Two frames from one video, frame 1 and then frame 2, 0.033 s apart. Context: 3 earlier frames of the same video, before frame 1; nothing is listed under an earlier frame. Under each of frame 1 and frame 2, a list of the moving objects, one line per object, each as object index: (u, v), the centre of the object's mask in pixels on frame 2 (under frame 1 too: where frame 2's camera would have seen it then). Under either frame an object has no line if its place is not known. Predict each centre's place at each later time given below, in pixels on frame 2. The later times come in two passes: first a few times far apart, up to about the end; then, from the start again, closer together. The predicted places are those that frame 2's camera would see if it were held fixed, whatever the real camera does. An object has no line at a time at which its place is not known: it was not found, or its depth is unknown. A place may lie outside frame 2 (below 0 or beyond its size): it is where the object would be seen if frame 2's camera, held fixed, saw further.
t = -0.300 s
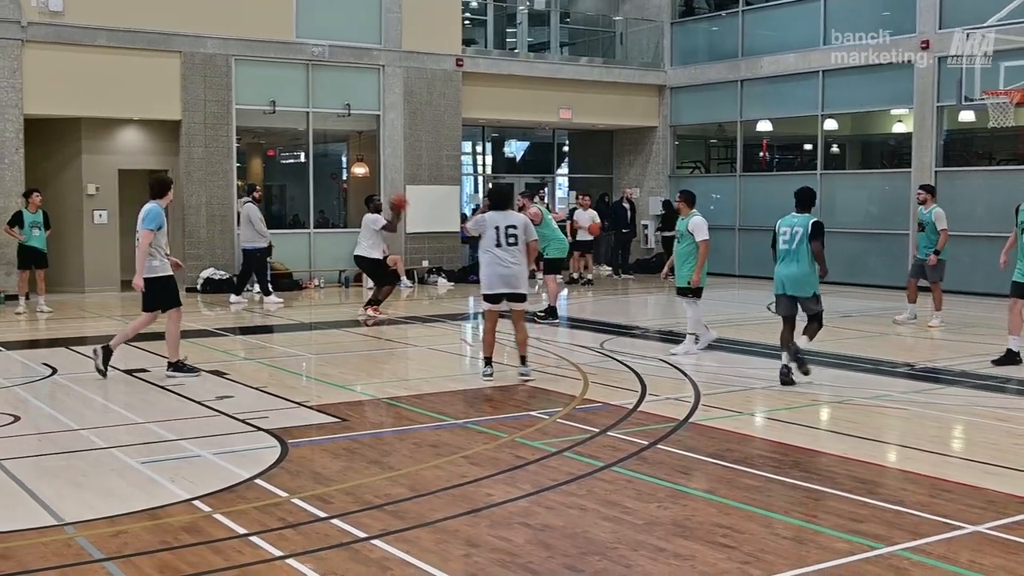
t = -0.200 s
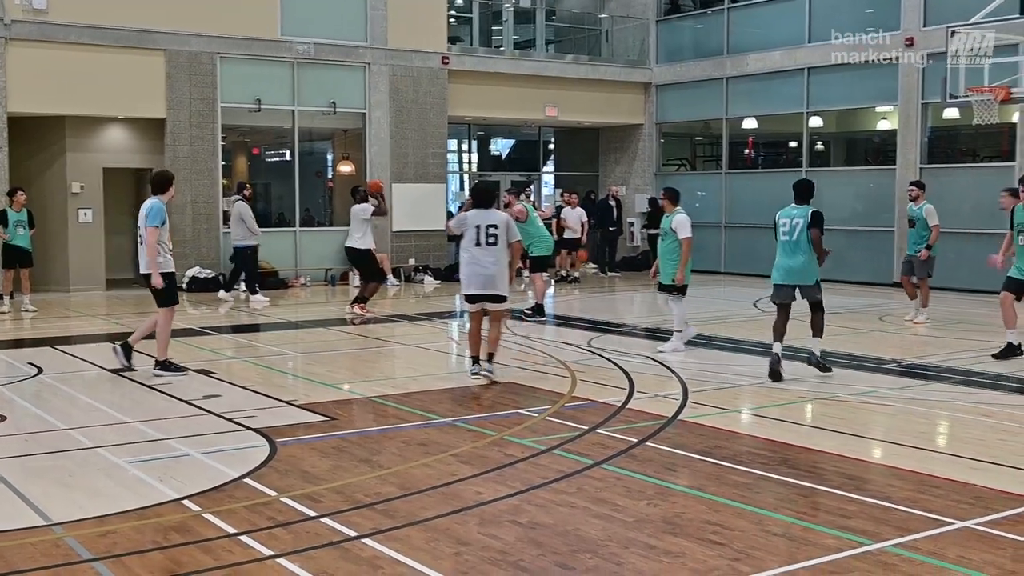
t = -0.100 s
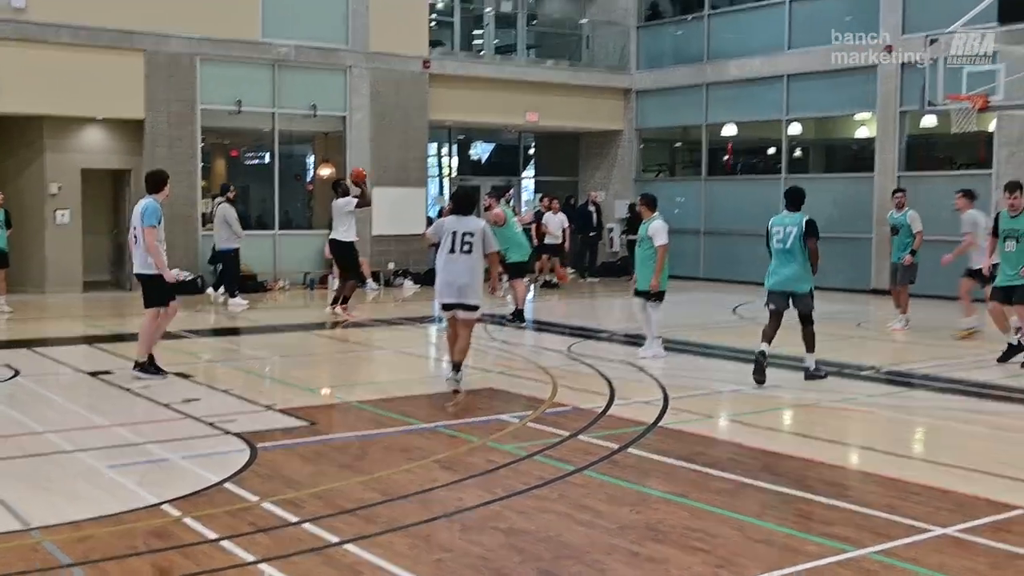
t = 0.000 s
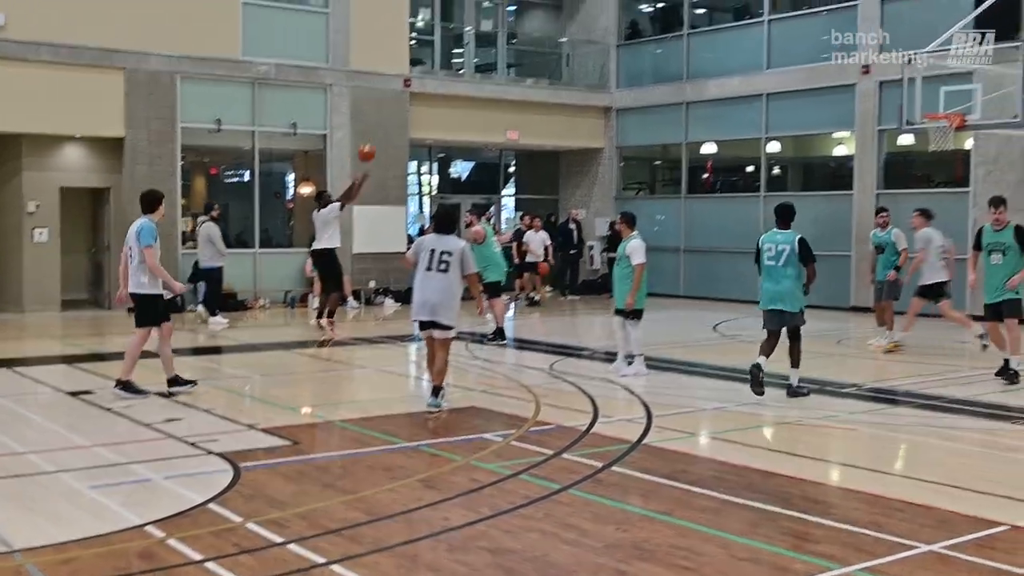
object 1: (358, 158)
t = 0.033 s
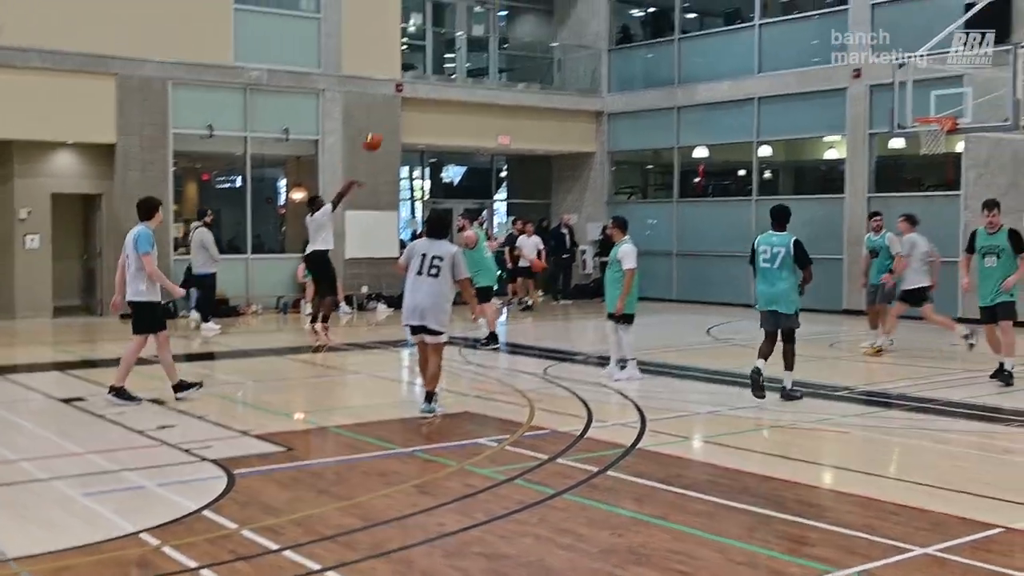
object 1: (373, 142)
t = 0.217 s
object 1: (449, 67)
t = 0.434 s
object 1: (541, 6)
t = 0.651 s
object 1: (630, -20)
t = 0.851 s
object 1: (712, -15)
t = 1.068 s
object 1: (801, 21)
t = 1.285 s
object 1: (890, 93)
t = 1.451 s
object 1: (876, 152)
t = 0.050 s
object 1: (380, 134)
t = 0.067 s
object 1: (386, 127)
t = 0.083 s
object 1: (393, 119)
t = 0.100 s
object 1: (400, 112)
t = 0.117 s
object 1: (407, 105)
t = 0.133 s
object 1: (414, 99)
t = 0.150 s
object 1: (421, 92)
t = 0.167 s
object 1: (429, 85)
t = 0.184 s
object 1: (435, 79)
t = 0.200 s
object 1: (441, 73)
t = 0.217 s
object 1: (449, 67)
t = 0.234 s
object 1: (456, 62)
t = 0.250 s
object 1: (463, 56)
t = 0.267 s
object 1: (470, 50)
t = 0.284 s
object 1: (477, 45)
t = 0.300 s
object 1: (483, 40)
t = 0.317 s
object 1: (492, 35)
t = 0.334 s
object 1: (498, 31)
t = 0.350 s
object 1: (505, 26)
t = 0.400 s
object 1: (526, 14)
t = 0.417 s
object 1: (533, 10)
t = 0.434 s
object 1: (541, 6)
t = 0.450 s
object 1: (547, 3)
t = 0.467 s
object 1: (554, 0)
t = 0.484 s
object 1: (560, -3)
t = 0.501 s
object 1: (567, -6)
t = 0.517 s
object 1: (574, -8)
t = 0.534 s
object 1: (581, -10)
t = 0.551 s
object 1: (588, -12)
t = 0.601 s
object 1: (609, -17)
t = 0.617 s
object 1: (616, -18)
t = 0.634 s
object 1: (622, -19)
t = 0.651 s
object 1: (630, -20)
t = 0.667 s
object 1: (636, -21)
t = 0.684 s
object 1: (643, -22)
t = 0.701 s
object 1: (650, -23)
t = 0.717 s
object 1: (657, -23)
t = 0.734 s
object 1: (663, -23)
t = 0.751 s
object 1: (671, -23)
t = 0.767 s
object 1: (677, -23)
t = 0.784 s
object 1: (683, -22)
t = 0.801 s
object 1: (691, -21)
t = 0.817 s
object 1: (698, -19)
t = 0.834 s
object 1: (705, -17)
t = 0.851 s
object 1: (712, -15)
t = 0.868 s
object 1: (718, -14)
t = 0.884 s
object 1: (725, -13)
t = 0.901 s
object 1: (731, -11)
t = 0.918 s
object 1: (739, -9)
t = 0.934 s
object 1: (746, -6)
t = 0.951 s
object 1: (753, -4)
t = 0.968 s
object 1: (760, -1)
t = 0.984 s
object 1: (767, 2)
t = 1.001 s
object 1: (774, 6)
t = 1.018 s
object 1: (780, 8)
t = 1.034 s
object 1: (787, 11)
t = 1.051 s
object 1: (794, 16)
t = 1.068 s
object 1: (801, 21)
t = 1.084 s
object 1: (808, 25)
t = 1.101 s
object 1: (815, 29)
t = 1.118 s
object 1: (821, 34)
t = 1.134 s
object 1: (829, 40)
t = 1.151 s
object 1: (834, 44)
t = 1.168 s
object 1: (842, 49)
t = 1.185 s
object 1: (849, 55)
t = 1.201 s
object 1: (856, 62)
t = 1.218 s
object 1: (862, 68)
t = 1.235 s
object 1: (870, 72)
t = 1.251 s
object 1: (877, 78)
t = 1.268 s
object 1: (884, 86)
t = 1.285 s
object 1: (890, 93)
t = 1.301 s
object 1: (897, 99)
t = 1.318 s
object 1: (903, 106)
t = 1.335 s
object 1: (911, 114)
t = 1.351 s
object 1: (913, 120)
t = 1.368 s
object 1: (907, 124)
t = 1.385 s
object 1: (900, 130)
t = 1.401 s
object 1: (893, 135)
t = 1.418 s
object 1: (886, 141)
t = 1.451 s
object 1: (876, 152)
